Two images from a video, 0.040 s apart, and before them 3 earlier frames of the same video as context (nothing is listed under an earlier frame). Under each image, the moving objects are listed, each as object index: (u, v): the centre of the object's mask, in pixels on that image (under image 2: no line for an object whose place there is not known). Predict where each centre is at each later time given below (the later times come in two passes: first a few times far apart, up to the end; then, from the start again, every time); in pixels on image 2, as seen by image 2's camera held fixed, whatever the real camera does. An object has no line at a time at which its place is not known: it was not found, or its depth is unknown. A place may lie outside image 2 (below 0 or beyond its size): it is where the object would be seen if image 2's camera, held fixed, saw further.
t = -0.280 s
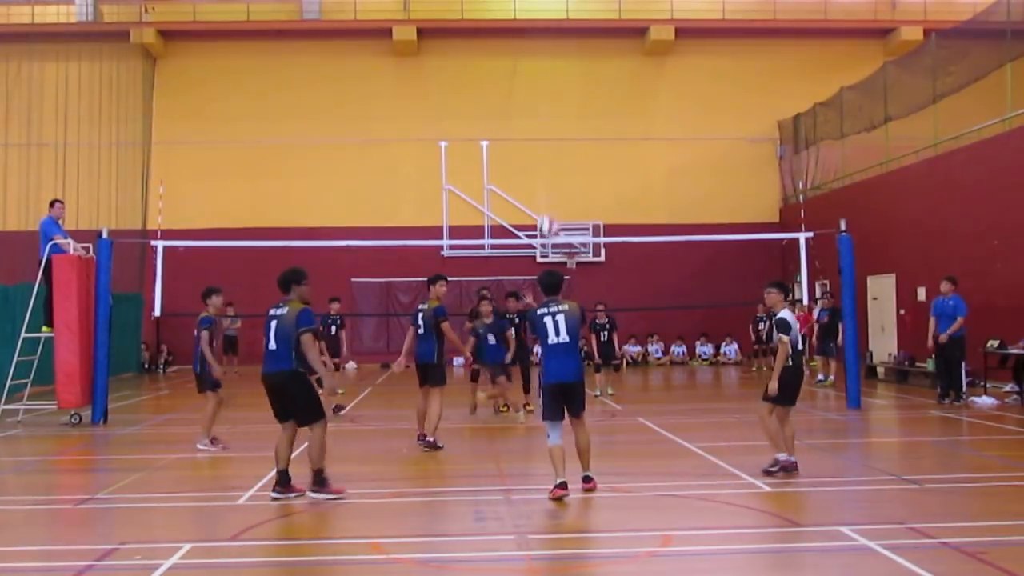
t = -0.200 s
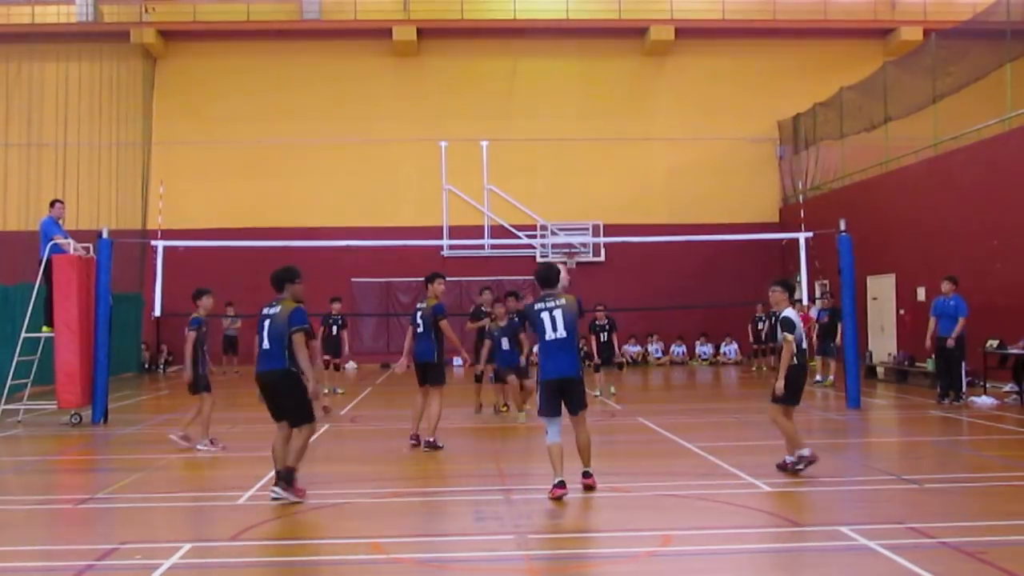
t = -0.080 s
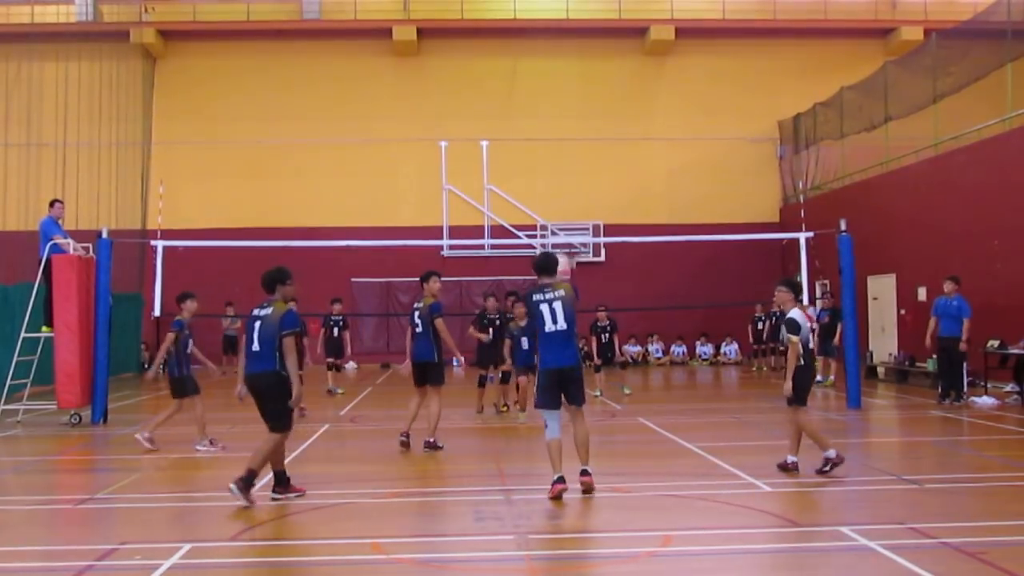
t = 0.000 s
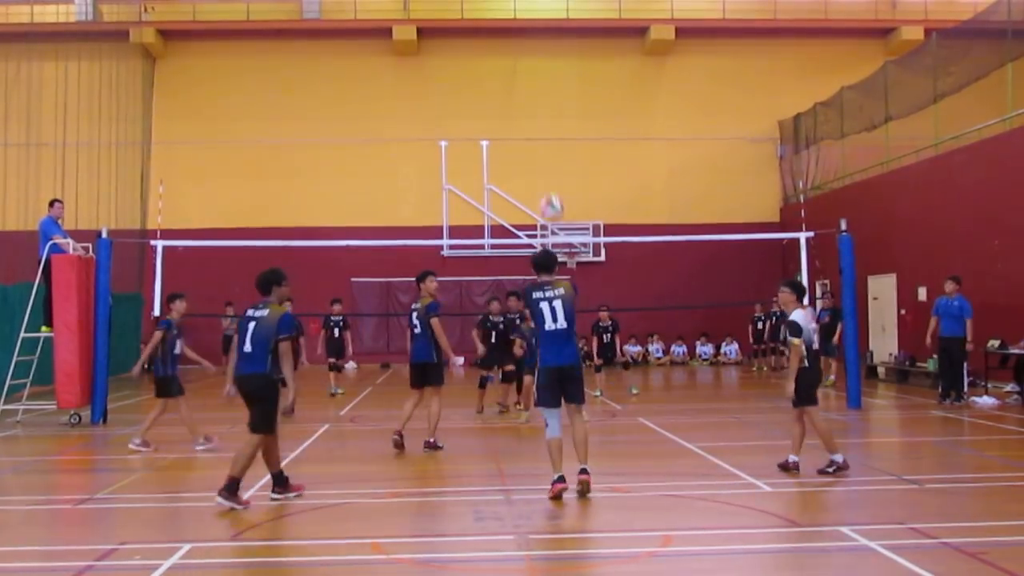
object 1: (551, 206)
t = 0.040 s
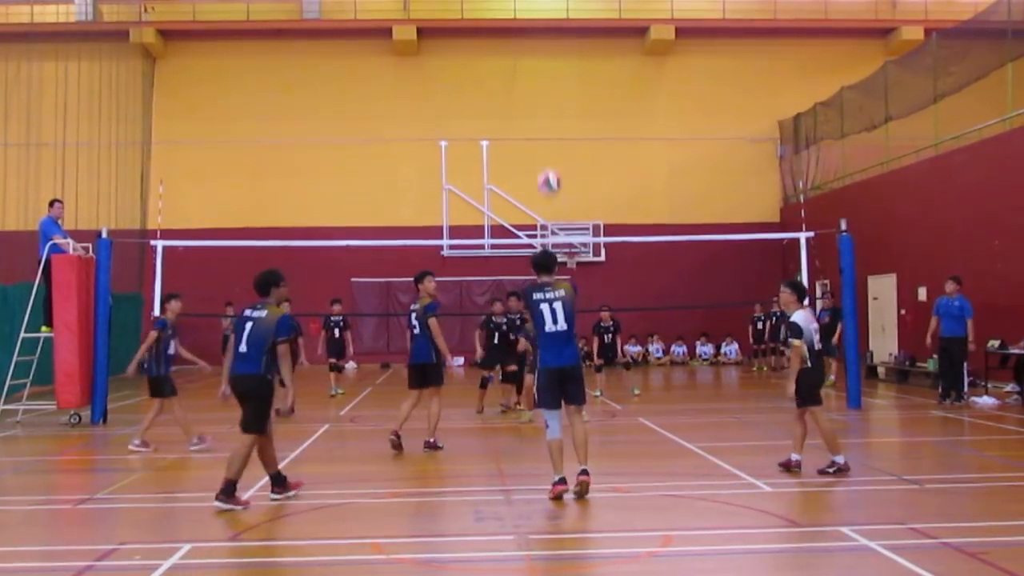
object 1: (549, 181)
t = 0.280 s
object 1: (536, 83)
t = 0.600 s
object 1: (526, 59)
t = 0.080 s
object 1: (546, 159)
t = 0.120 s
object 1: (544, 140)
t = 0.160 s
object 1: (542, 122)
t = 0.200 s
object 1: (540, 108)
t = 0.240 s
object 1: (538, 95)
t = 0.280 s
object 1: (536, 83)
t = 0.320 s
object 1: (534, 75)
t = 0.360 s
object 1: (533, 68)
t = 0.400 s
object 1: (532, 62)
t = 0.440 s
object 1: (531, 58)
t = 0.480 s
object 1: (530, 57)
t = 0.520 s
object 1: (529, 56)
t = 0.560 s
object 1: (527, 56)
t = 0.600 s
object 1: (526, 59)
